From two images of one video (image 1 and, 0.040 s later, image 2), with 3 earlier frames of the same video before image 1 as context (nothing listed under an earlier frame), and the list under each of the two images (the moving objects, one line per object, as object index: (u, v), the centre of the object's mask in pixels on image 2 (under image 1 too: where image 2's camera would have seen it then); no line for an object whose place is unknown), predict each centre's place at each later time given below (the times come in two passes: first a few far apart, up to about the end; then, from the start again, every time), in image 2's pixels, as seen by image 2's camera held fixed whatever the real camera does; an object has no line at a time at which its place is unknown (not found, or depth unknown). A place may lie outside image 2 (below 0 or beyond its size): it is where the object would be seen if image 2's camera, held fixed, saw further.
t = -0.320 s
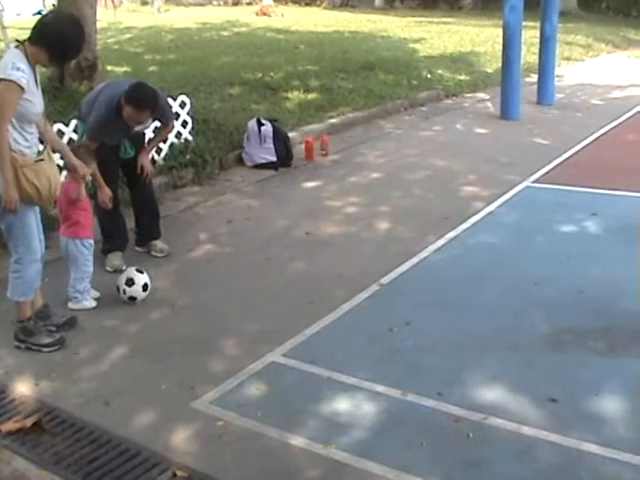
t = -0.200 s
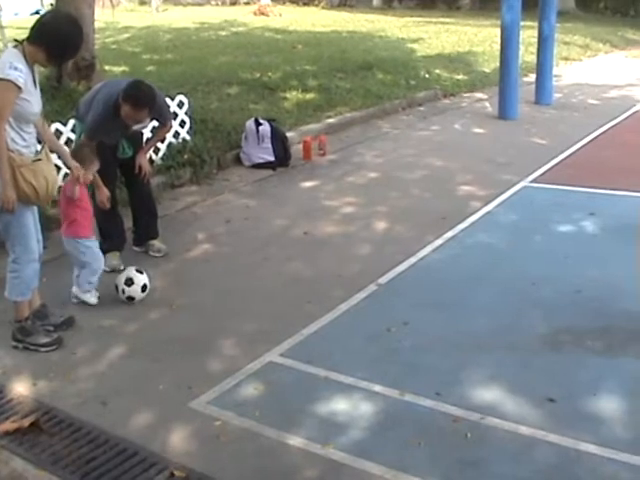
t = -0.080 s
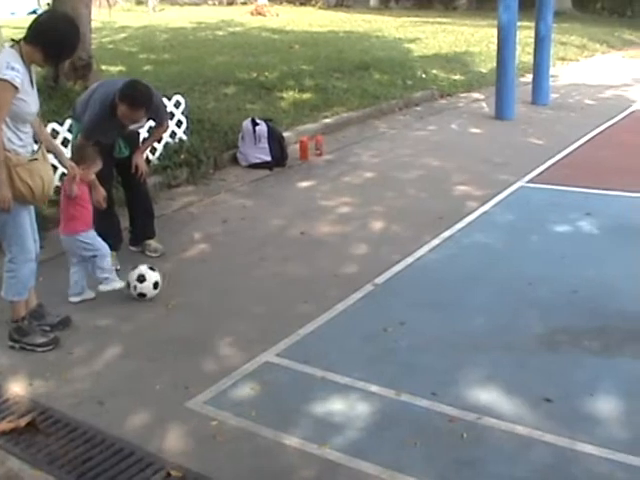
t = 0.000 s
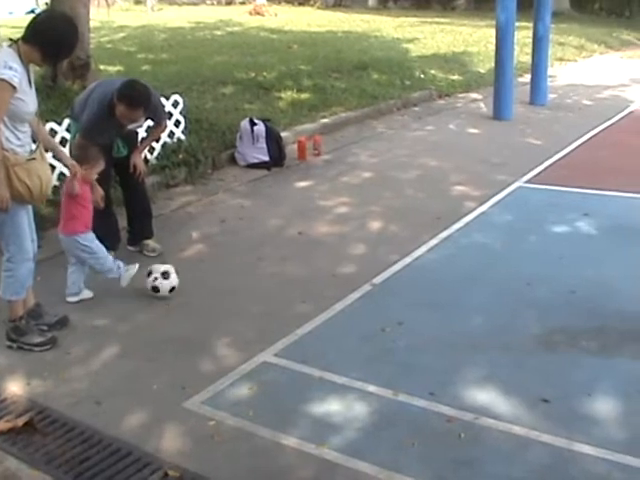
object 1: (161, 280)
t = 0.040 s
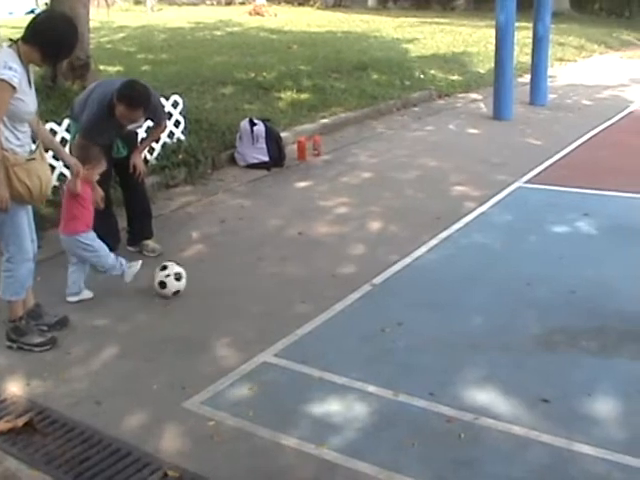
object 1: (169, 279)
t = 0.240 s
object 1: (210, 273)
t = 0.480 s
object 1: (256, 268)
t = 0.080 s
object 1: (178, 277)
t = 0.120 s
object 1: (186, 277)
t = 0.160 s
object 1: (194, 275)
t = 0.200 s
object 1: (202, 275)
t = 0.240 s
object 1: (210, 273)
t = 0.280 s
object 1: (218, 273)
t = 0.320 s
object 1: (225, 272)
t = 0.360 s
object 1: (233, 270)
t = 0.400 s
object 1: (240, 270)
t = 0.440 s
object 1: (248, 269)
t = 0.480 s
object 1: (256, 268)
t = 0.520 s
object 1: (262, 267)
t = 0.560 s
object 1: (270, 266)
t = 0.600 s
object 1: (276, 265)
